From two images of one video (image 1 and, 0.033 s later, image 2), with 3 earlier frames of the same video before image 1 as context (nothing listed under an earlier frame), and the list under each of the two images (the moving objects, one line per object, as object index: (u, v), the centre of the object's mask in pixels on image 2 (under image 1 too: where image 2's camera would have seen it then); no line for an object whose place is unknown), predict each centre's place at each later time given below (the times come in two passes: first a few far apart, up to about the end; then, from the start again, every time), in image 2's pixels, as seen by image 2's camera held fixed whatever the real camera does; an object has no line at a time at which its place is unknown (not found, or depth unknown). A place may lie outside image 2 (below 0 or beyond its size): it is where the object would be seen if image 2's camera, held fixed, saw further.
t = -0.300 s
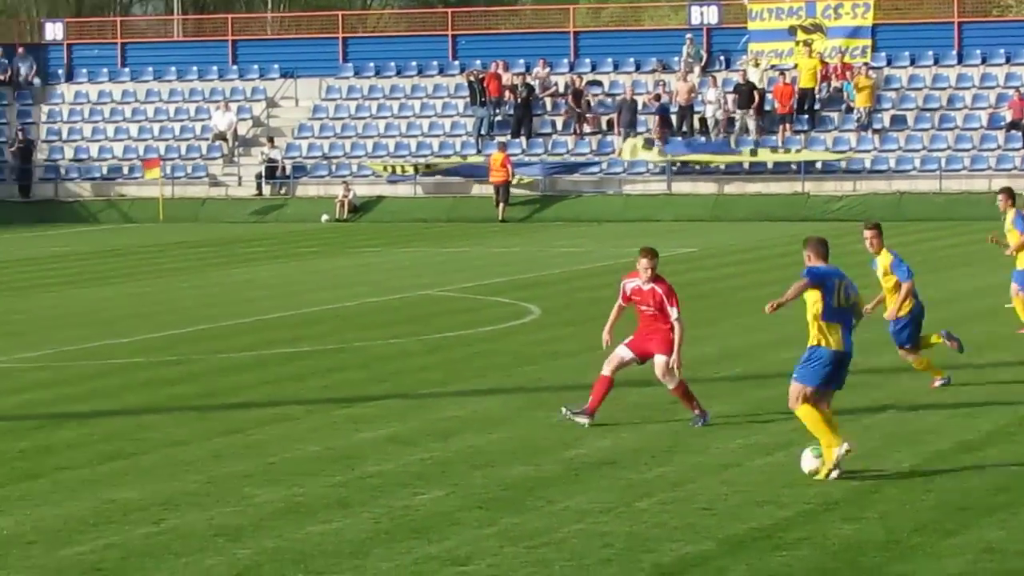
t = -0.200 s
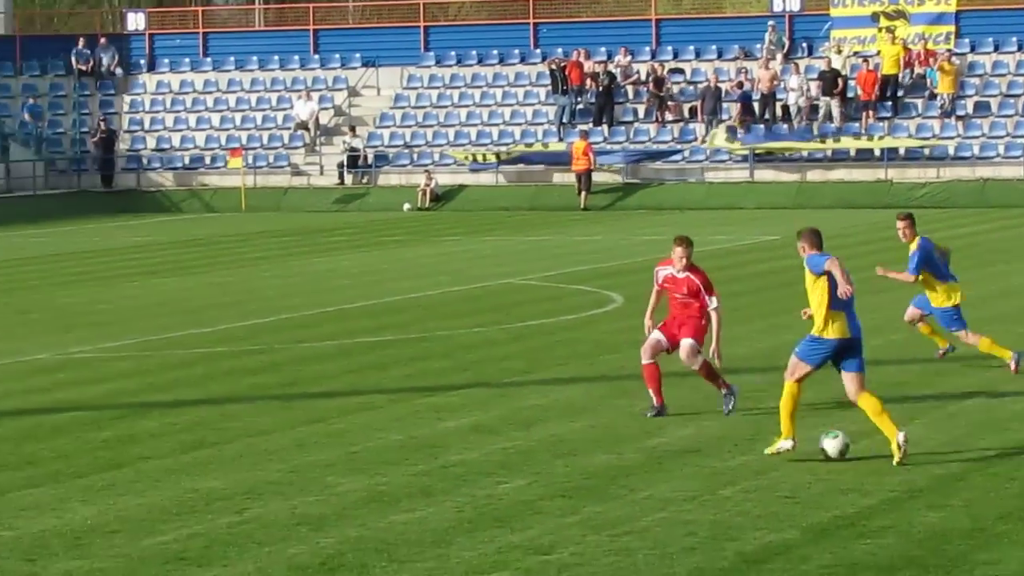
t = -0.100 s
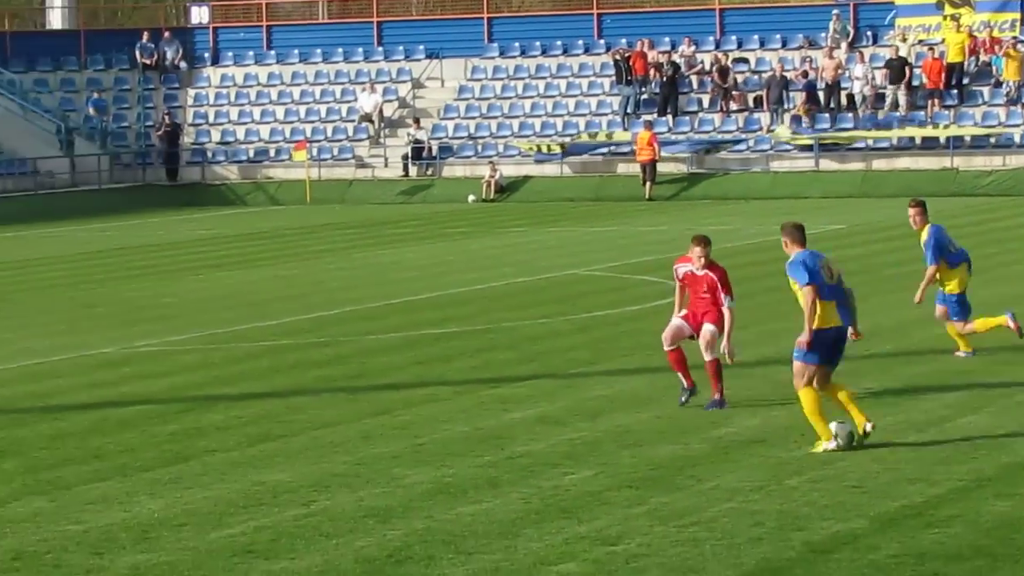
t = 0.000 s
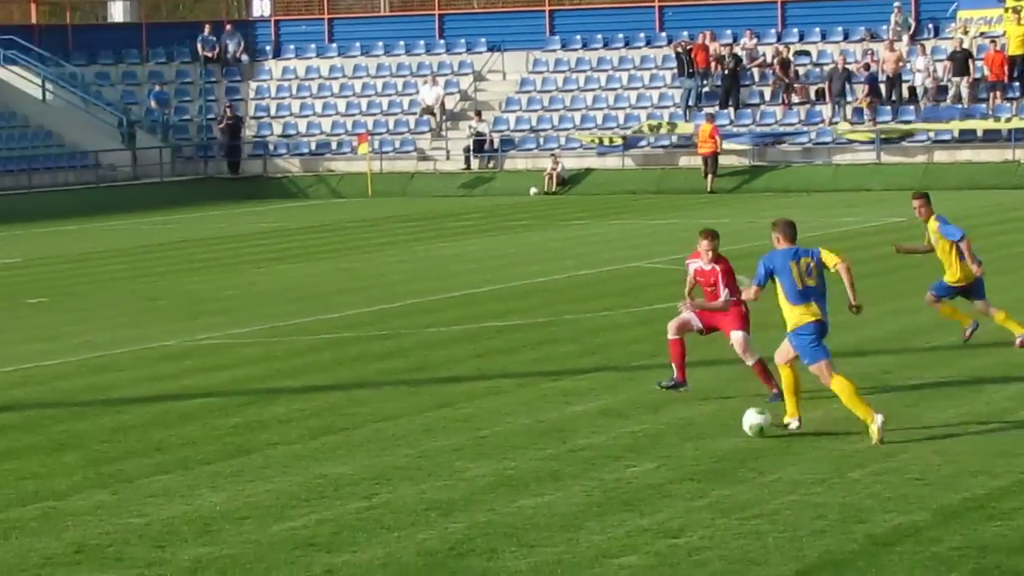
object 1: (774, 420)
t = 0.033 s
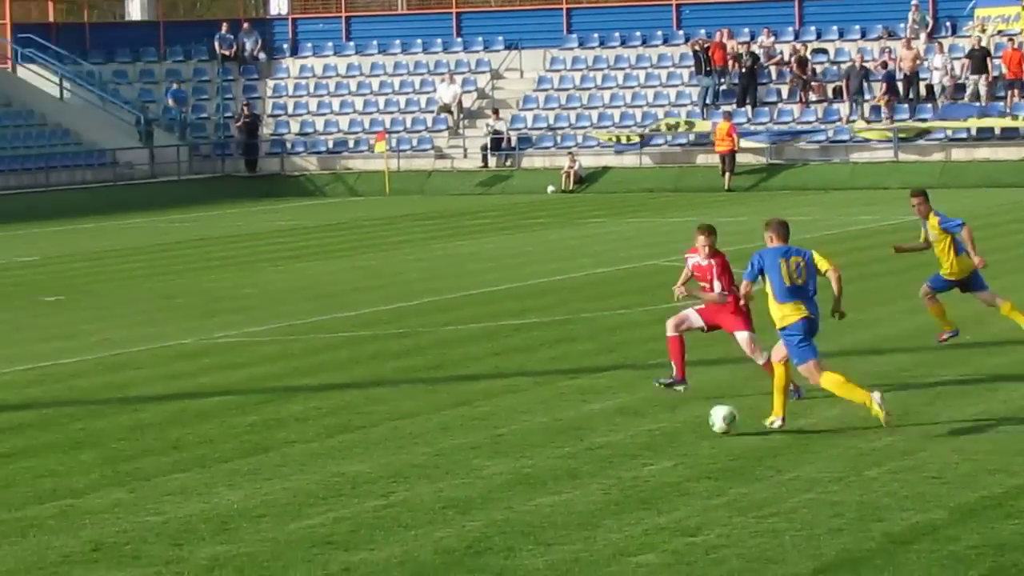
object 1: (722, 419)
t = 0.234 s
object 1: (451, 415)
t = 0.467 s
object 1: (197, 418)
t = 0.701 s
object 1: (5, 417)
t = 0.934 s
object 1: (-169, 417)
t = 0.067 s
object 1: (672, 418)
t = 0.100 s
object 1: (624, 419)
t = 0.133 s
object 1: (576, 421)
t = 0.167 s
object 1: (533, 420)
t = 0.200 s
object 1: (492, 417)
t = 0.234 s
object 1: (451, 415)
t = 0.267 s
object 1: (412, 415)
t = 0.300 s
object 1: (372, 416)
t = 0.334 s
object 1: (334, 419)
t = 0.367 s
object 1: (296, 419)
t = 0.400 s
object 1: (263, 418)
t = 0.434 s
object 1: (230, 418)
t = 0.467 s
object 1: (197, 418)
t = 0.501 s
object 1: (168, 417)
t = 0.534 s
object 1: (139, 417)
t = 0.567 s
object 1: (110, 417)
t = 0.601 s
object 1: (82, 417)
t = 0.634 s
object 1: (55, 417)
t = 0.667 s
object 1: (30, 417)
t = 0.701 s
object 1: (5, 417)
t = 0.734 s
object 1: (-21, 417)
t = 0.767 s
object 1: (-46, 416)
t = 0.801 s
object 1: (-71, 415)
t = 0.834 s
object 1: (-96, 415)
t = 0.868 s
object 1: (-120, 415)
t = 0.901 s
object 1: (-145, 417)
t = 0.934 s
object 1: (-169, 417)
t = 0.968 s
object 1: (-193, 416)
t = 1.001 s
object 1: (-216, 415)
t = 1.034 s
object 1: (-239, 416)
